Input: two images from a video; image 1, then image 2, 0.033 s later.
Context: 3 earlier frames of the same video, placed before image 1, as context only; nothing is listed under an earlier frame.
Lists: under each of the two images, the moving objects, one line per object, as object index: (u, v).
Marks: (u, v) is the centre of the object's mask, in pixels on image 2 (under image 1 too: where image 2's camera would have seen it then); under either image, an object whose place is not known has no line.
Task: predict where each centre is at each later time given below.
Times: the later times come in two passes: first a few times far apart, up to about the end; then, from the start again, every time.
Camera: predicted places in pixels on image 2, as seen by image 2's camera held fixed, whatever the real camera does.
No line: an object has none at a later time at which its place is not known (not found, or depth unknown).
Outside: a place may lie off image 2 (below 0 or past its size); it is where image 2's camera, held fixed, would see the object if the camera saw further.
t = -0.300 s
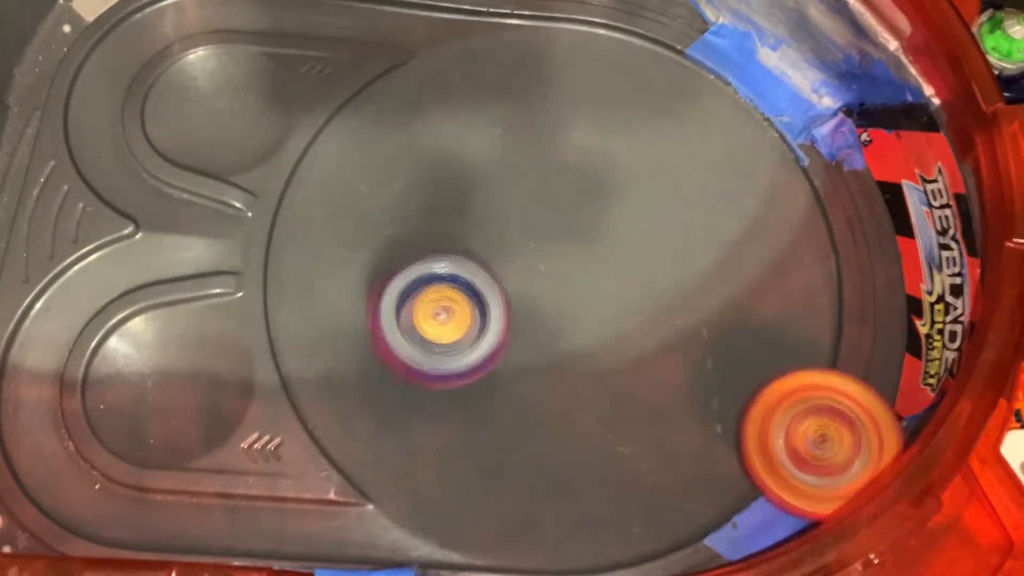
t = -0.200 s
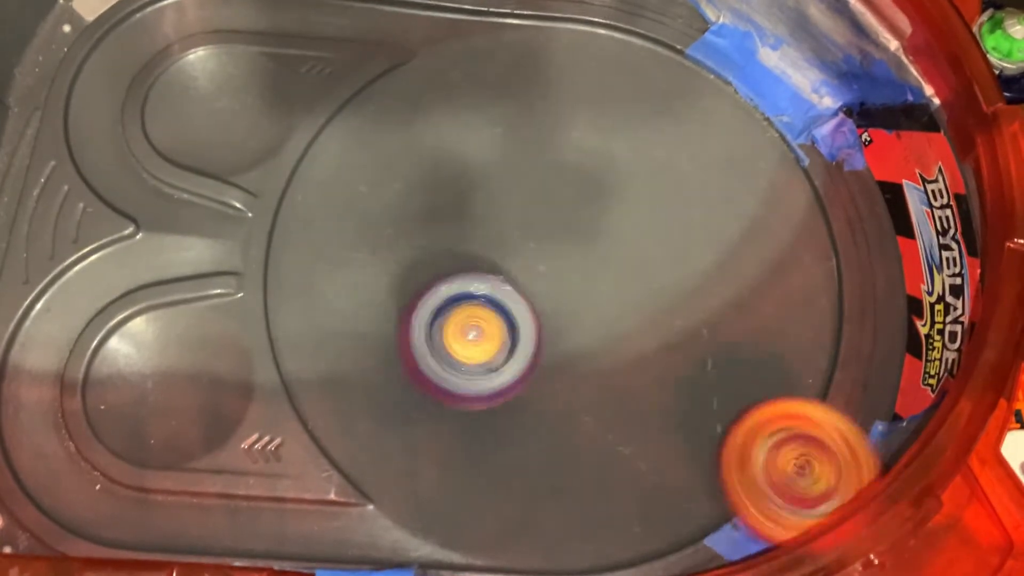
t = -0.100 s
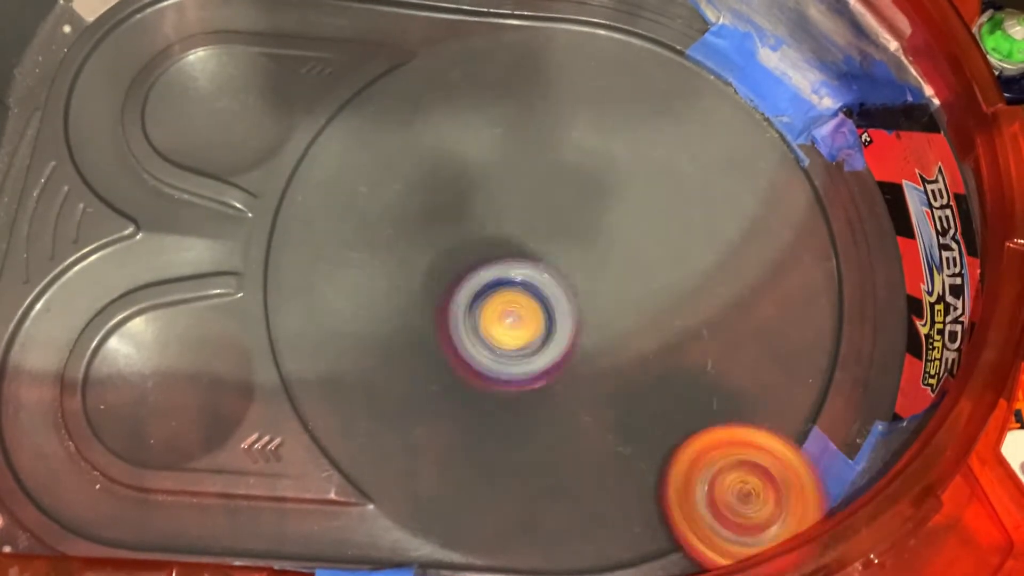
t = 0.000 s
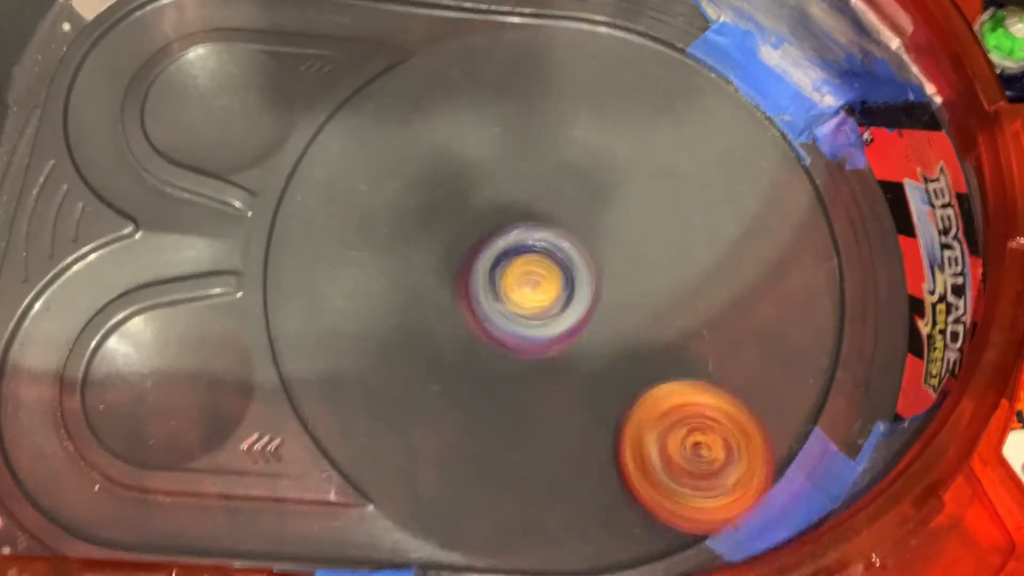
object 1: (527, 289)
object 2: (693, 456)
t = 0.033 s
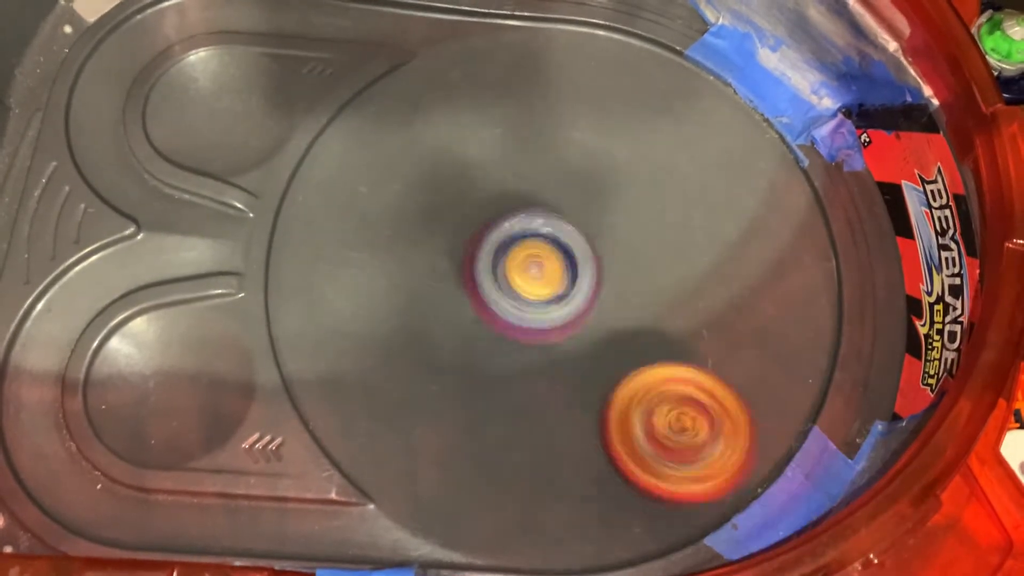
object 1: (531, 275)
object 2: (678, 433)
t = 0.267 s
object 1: (480, 182)
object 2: (541, 334)
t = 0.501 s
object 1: (426, 170)
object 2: (443, 312)
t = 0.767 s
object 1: (464, 170)
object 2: (414, 385)
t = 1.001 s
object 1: (516, 162)
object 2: (493, 367)
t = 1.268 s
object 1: (574, 136)
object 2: (553, 324)
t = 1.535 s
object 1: (597, 166)
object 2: (610, 351)
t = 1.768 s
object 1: (612, 201)
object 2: (615, 378)
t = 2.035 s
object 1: (614, 264)
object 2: (612, 427)
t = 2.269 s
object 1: (621, 275)
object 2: (547, 480)
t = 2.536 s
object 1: (603, 287)
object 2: (481, 447)
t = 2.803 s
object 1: (589, 302)
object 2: (413, 303)
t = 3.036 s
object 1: (579, 295)
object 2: (378, 188)
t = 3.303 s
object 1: (557, 284)
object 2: (436, 127)
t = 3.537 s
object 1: (539, 284)
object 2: (546, 137)
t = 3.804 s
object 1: (531, 272)
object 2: (679, 206)
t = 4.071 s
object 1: (524, 255)
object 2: (736, 295)
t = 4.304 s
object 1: (534, 252)
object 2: (685, 365)
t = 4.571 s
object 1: (543, 253)
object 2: (544, 388)
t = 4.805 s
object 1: (550, 259)
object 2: (425, 348)
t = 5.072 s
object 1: (559, 275)
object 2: (382, 263)
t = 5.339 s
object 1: (563, 286)
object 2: (451, 183)
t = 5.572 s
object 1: (559, 292)
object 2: (557, 152)
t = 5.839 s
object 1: (554, 289)
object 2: (661, 179)
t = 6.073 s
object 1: (546, 289)
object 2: (694, 253)
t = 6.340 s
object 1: (518, 279)
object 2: (658, 351)
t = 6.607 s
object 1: (508, 264)
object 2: (557, 397)
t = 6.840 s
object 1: (503, 241)
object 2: (478, 384)
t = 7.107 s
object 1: (558, 180)
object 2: (387, 379)
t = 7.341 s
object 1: (587, 164)
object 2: (410, 344)
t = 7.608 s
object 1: (621, 203)
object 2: (486, 252)
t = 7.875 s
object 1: (676, 267)
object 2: (485, 232)
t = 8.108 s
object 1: (645, 325)
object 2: (526, 231)
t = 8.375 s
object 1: (588, 405)
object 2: (549, 212)
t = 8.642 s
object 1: (509, 382)
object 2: (564, 227)
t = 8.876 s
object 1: (444, 304)
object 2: (602, 233)
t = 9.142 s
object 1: (437, 205)
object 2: (625, 239)
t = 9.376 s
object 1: (498, 165)
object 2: (597, 267)
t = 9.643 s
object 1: (594, 169)
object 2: (548, 335)
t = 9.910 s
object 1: (651, 247)
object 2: (502, 346)
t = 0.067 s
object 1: (531, 260)
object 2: (662, 412)
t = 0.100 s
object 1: (526, 248)
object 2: (644, 393)
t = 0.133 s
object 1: (519, 237)
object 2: (624, 375)
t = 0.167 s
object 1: (513, 227)
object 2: (603, 357)
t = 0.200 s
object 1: (505, 218)
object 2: (580, 339)
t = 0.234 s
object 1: (495, 204)
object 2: (558, 328)
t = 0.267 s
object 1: (480, 182)
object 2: (541, 334)
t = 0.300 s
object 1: (469, 170)
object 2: (524, 334)
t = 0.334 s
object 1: (457, 162)
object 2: (507, 331)
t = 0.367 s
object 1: (448, 158)
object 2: (491, 328)
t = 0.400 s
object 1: (439, 155)
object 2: (477, 324)
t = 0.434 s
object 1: (432, 157)
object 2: (464, 321)
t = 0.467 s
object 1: (429, 162)
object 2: (453, 317)
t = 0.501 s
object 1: (426, 170)
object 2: (443, 312)
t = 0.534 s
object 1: (426, 178)
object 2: (432, 310)
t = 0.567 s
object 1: (428, 171)
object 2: (419, 325)
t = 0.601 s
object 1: (434, 166)
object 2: (411, 341)
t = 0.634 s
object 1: (441, 162)
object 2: (407, 352)
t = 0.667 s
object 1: (446, 163)
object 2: (404, 363)
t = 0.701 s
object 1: (453, 166)
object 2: (406, 372)
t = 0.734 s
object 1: (458, 168)
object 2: (409, 379)
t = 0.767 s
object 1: (464, 170)
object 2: (414, 385)
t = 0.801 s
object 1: (467, 170)
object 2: (421, 387)
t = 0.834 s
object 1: (473, 171)
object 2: (431, 389)
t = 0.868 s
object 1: (480, 169)
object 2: (440, 389)
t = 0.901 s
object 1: (489, 167)
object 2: (452, 387)
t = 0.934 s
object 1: (498, 164)
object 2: (467, 382)
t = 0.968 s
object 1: (507, 163)
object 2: (479, 376)
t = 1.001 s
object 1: (516, 162)
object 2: (493, 367)
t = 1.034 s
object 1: (523, 161)
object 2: (507, 354)
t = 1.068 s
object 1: (531, 160)
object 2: (519, 342)
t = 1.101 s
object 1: (537, 162)
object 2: (530, 328)
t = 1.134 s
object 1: (545, 164)
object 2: (539, 312)
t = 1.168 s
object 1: (548, 167)
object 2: (548, 295)
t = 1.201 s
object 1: (559, 154)
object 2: (549, 303)
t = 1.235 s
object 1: (567, 143)
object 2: (549, 316)
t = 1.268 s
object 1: (574, 136)
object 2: (553, 324)
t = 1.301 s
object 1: (578, 136)
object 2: (560, 331)
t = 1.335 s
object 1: (581, 135)
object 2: (568, 338)
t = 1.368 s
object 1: (584, 138)
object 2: (575, 344)
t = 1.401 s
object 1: (587, 140)
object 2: (583, 347)
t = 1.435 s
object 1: (591, 145)
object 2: (591, 350)
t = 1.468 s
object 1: (593, 151)
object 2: (598, 351)
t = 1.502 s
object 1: (596, 158)
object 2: (605, 352)
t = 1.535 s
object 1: (597, 166)
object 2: (610, 351)
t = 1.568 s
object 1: (600, 174)
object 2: (615, 349)
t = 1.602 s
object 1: (602, 184)
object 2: (619, 346)
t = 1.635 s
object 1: (604, 192)
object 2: (622, 342)
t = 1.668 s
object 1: (605, 202)
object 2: (623, 337)
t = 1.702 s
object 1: (608, 203)
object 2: (621, 343)
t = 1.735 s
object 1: (610, 200)
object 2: (618, 365)
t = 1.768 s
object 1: (612, 201)
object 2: (615, 378)
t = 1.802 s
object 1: (613, 205)
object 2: (615, 389)
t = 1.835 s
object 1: (614, 212)
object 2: (615, 401)
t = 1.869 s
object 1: (613, 219)
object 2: (616, 411)
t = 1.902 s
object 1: (614, 226)
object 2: (618, 419)
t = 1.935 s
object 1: (614, 236)
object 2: (618, 425)
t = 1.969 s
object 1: (614, 243)
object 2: (617, 428)
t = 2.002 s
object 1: (615, 253)
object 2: (615, 429)
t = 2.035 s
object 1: (614, 264)
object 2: (612, 427)
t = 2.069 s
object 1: (615, 274)
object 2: (610, 423)
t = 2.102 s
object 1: (617, 284)
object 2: (607, 418)
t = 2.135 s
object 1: (618, 283)
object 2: (592, 434)
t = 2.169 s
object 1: (622, 276)
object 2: (578, 449)
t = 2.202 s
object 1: (622, 276)
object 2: (567, 461)
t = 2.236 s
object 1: (622, 276)
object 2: (556, 472)
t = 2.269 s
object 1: (621, 275)
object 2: (547, 480)
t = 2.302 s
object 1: (621, 276)
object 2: (538, 484)
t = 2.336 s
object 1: (619, 277)
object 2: (530, 488)
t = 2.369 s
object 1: (616, 276)
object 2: (521, 487)
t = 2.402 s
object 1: (616, 277)
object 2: (512, 484)
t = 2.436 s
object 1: (614, 280)
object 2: (504, 478)
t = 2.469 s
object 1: (610, 283)
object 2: (496, 470)
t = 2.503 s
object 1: (607, 284)
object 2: (489, 459)
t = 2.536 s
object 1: (603, 287)
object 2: (481, 447)
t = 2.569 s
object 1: (599, 292)
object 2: (475, 431)
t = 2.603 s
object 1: (593, 295)
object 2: (469, 415)
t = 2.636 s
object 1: (588, 297)
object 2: (463, 396)
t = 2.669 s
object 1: (583, 301)
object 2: (457, 377)
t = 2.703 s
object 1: (579, 304)
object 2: (449, 358)
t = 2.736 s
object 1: (583, 303)
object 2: (435, 339)
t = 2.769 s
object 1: (587, 302)
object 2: (424, 322)
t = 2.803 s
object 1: (589, 302)
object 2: (413, 303)
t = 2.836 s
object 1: (589, 302)
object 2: (404, 285)
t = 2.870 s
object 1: (588, 302)
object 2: (396, 267)
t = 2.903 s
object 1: (586, 300)
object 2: (389, 250)
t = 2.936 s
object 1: (585, 299)
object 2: (384, 233)
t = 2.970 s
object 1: (583, 297)
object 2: (380, 217)
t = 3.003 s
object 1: (581, 297)
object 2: (378, 202)
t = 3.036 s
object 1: (579, 295)
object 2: (378, 188)
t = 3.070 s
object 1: (578, 294)
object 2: (380, 175)
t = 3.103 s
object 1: (577, 293)
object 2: (384, 165)
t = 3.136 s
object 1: (574, 293)
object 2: (389, 155)
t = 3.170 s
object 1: (572, 292)
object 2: (395, 147)
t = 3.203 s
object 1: (567, 289)
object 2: (404, 139)
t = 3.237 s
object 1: (563, 287)
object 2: (414, 134)
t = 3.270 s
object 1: (561, 285)
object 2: (424, 130)
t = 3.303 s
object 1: (557, 284)
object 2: (436, 127)
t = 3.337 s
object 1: (553, 285)
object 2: (450, 124)
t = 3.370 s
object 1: (549, 284)
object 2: (464, 123)
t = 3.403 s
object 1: (546, 282)
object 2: (479, 124)
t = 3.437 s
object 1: (545, 282)
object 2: (495, 126)
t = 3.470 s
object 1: (544, 284)
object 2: (512, 128)
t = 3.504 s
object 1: (542, 284)
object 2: (528, 132)
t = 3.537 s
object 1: (539, 284)
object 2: (546, 137)
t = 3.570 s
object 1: (536, 284)
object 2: (563, 143)
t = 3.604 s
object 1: (535, 281)
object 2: (582, 150)
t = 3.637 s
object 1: (534, 280)
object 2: (599, 157)
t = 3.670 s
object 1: (535, 278)
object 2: (617, 166)
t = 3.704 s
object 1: (535, 278)
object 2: (633, 175)
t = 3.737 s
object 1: (535, 277)
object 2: (650, 185)
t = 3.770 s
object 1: (533, 275)
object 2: (664, 195)
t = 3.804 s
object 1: (531, 272)
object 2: (679, 206)
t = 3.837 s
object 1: (529, 268)
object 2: (691, 217)
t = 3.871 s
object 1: (528, 265)
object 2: (703, 227)
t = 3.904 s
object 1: (530, 263)
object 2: (712, 238)
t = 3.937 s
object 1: (529, 260)
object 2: (721, 248)
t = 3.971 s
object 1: (529, 259)
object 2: (727, 260)
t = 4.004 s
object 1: (527, 258)
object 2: (733, 272)
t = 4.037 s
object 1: (525, 257)
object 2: (735, 283)
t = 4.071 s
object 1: (524, 255)
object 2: (736, 295)
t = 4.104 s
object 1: (523, 253)
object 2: (734, 306)
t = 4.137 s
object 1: (525, 251)
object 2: (731, 317)
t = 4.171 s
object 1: (527, 250)
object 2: (725, 328)
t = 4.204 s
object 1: (530, 250)
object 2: (718, 338)
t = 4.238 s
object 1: (532, 250)
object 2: (708, 347)
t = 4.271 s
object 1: (533, 251)
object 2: (697, 357)
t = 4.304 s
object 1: (534, 252)
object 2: (685, 365)
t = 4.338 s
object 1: (535, 252)
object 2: (671, 372)
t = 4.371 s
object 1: (535, 253)
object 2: (655, 378)
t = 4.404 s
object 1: (535, 253)
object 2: (639, 383)
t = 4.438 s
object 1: (536, 252)
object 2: (622, 387)
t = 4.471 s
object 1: (537, 252)
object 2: (603, 389)
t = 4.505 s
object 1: (538, 251)
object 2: (584, 390)
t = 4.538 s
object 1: (541, 252)
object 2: (564, 390)
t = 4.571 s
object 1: (543, 253)
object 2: (544, 388)
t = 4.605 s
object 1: (544, 254)
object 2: (525, 386)
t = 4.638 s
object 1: (546, 254)
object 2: (506, 382)
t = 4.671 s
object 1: (547, 255)
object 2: (487, 377)
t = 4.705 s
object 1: (548, 257)
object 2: (470, 371)
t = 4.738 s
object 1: (549, 257)
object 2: (453, 365)
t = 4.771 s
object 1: (550, 259)
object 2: (439, 357)
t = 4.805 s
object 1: (550, 259)
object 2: (425, 348)
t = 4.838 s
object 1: (552, 260)
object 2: (413, 339)
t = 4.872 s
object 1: (553, 262)
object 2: (403, 330)
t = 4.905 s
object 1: (554, 264)
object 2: (394, 320)
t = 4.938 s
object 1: (556, 265)
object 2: (388, 308)
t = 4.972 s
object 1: (557, 268)
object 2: (384, 297)
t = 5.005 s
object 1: (558, 271)
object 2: (381, 286)
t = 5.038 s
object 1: (559, 273)
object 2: (380, 274)
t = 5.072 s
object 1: (559, 275)
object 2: (382, 263)
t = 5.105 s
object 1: (560, 277)
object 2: (385, 252)
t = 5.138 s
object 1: (560, 280)
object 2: (390, 240)
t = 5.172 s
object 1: (561, 281)
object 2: (398, 230)
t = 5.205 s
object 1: (561, 282)
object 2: (406, 219)
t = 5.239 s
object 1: (561, 283)
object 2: (415, 209)
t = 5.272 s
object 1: (563, 284)
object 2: (426, 200)
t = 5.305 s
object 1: (563, 286)
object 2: (438, 191)
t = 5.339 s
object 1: (563, 286)
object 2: (451, 183)
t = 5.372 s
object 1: (563, 287)
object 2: (464, 176)
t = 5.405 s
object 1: (563, 288)
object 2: (479, 170)
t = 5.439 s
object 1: (562, 289)
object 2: (495, 164)
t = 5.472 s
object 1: (560, 290)
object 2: (510, 160)
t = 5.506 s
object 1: (560, 290)
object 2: (526, 157)
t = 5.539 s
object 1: (559, 291)
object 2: (542, 154)
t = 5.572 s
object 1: (559, 292)
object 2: (557, 152)
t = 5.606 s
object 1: (558, 292)
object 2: (573, 151)
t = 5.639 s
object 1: (558, 292)
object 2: (587, 151)
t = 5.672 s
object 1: (557, 291)
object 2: (601, 152)
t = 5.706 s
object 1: (556, 290)
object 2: (615, 155)
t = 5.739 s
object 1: (556, 290)
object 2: (627, 160)
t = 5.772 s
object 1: (555, 290)
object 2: (640, 165)
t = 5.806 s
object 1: (555, 289)
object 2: (651, 171)
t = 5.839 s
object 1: (554, 289)
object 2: (661, 179)
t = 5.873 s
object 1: (554, 289)
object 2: (669, 187)
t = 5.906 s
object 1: (552, 289)
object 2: (677, 197)
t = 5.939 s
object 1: (551, 289)
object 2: (683, 207)
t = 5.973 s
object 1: (550, 289)
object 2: (688, 218)
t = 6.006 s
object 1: (549, 289)
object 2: (691, 230)
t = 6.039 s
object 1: (547, 290)
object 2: (694, 242)
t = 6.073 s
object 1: (546, 289)
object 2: (694, 253)
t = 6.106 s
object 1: (545, 289)
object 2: (692, 265)
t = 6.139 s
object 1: (544, 289)
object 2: (689, 278)
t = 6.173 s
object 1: (541, 288)
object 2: (686, 292)
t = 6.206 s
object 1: (535, 285)
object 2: (683, 306)
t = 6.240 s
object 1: (530, 283)
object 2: (679, 318)
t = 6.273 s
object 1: (526, 281)
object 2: (674, 329)
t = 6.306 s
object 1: (522, 280)
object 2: (667, 341)
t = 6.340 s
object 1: (518, 279)
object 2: (658, 351)
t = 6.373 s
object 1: (516, 279)
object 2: (649, 361)
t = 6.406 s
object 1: (514, 279)
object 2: (638, 370)
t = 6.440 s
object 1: (512, 278)
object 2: (627, 377)
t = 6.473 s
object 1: (510, 277)
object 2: (615, 382)
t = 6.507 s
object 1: (509, 276)
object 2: (600, 386)
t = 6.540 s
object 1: (509, 274)
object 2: (585, 389)
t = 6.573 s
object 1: (509, 272)
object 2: (570, 392)
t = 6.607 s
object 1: (508, 264)
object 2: (557, 397)
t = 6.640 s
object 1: (506, 258)
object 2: (545, 400)
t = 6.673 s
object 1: (504, 253)
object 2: (531, 402)
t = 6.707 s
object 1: (503, 251)
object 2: (519, 402)
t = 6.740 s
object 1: (502, 249)
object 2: (507, 400)
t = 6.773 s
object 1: (501, 246)
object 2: (497, 397)
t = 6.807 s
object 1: (502, 244)
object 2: (487, 391)
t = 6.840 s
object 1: (503, 241)
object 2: (478, 384)
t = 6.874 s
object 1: (505, 238)
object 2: (468, 376)
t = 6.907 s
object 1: (506, 235)
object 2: (460, 366)
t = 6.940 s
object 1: (505, 234)
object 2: (453, 355)
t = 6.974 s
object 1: (516, 223)
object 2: (435, 359)
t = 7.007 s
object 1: (529, 211)
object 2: (414, 371)
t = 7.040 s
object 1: (542, 201)
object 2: (402, 378)
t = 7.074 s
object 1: (552, 191)
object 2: (393, 379)
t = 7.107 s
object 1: (558, 180)
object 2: (387, 379)
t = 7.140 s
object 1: (564, 176)
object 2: (383, 378)
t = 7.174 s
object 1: (571, 170)
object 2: (382, 376)
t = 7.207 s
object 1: (577, 167)
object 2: (384, 373)
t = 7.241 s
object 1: (582, 164)
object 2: (388, 368)
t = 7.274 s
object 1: (584, 162)
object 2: (393, 361)
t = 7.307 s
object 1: (585, 163)
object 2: (400, 353)
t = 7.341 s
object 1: (587, 164)
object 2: (410, 344)
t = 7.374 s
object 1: (590, 167)
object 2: (419, 334)
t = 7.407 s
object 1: (592, 170)
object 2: (431, 322)
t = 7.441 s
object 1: (594, 174)
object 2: (446, 310)
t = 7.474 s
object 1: (594, 178)
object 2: (461, 295)
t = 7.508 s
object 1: (594, 186)
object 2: (476, 282)
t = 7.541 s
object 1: (597, 195)
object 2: (487, 268)
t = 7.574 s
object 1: (610, 198)
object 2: (488, 260)
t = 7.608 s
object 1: (621, 203)
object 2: (486, 252)
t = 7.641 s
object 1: (630, 209)
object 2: (482, 247)
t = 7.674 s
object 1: (640, 219)
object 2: (481, 244)
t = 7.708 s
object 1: (653, 228)
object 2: (479, 241)
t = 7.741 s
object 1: (661, 234)
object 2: (480, 238)
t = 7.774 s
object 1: (665, 240)
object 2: (480, 237)
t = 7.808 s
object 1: (668, 250)
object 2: (480, 235)
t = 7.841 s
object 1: (673, 260)
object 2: (483, 234)
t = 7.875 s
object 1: (676, 267)
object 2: (485, 232)
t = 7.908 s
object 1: (674, 273)
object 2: (489, 231)
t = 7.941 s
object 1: (673, 284)
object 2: (493, 229)
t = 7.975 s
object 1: (670, 293)
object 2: (498, 229)
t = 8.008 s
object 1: (668, 301)
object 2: (504, 228)
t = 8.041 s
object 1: (660, 306)
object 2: (511, 229)
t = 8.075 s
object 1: (653, 317)
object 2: (519, 230)
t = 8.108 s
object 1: (645, 325)
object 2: (526, 231)
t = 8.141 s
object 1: (638, 331)
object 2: (534, 232)
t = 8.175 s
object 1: (631, 345)
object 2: (536, 226)
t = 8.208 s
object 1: (627, 362)
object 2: (539, 221)
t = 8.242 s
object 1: (622, 373)
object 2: (540, 218)
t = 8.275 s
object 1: (613, 382)
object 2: (542, 215)
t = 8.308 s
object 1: (603, 393)
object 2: (545, 215)
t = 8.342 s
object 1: (595, 401)
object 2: (547, 213)
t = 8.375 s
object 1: (588, 405)
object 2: (549, 212)
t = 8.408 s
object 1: (574, 407)
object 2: (552, 212)
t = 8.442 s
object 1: (566, 410)
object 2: (554, 213)
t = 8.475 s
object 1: (558, 410)
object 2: (556, 213)
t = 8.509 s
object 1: (547, 406)
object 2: (557, 214)
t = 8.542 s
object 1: (537, 404)
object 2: (559, 216)
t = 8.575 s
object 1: (529, 399)
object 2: (561, 219)
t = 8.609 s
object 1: (519, 390)
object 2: (563, 222)
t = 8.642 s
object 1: (509, 382)
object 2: (564, 227)
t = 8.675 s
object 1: (501, 373)
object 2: (565, 232)
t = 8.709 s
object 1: (494, 360)
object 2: (567, 237)
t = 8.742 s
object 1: (480, 349)
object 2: (574, 239)
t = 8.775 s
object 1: (468, 340)
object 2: (581, 236)
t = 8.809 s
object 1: (460, 329)
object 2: (590, 235)
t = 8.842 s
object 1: (450, 315)
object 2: (596, 234)
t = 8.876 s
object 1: (444, 304)
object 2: (602, 233)
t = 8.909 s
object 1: (441, 292)
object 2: (608, 232)
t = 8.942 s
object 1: (433, 276)
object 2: (613, 233)
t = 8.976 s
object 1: (431, 265)
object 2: (619, 233)
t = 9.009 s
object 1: (432, 252)
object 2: (622, 233)
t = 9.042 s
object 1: (429, 239)
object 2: (624, 235)
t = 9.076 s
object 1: (431, 229)
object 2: (626, 236)
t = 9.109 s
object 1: (436, 216)
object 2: (626, 237)
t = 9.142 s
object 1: (437, 205)
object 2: (625, 239)
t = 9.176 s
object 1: (443, 198)
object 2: (625, 242)
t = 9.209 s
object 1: (451, 186)
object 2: (622, 245)
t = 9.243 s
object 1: (456, 180)
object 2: (619, 248)
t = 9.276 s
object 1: (466, 176)
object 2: (614, 254)
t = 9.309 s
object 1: (476, 168)
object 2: (609, 258)
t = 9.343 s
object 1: (484, 166)
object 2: (605, 262)
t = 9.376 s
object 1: (498, 165)
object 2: (597, 267)
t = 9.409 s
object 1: (509, 159)
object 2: (593, 271)
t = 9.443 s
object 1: (519, 162)
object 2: (586, 280)
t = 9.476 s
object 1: (536, 158)
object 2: (578, 291)
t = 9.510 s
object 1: (546, 156)
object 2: (574, 301)
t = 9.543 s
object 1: (558, 160)
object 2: (567, 312)
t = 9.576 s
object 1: (572, 158)
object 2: (561, 319)
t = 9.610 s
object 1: (580, 163)
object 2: (556, 326)
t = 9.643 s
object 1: (594, 169)
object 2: (548, 335)
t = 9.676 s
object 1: (604, 171)
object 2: (542, 339)
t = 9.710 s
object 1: (611, 182)
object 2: (536, 343)
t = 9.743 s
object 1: (624, 188)
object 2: (529, 347)
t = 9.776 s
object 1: (628, 197)
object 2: (523, 349)
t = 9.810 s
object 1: (637, 211)
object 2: (518, 350)
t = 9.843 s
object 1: (643, 219)
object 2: (511, 350)
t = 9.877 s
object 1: (645, 234)
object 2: (506, 349)
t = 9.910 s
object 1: (651, 247)
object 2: (502, 346)
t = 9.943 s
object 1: (651, 259)
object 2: (497, 342)
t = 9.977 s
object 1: (652, 275)
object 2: (495, 338)
